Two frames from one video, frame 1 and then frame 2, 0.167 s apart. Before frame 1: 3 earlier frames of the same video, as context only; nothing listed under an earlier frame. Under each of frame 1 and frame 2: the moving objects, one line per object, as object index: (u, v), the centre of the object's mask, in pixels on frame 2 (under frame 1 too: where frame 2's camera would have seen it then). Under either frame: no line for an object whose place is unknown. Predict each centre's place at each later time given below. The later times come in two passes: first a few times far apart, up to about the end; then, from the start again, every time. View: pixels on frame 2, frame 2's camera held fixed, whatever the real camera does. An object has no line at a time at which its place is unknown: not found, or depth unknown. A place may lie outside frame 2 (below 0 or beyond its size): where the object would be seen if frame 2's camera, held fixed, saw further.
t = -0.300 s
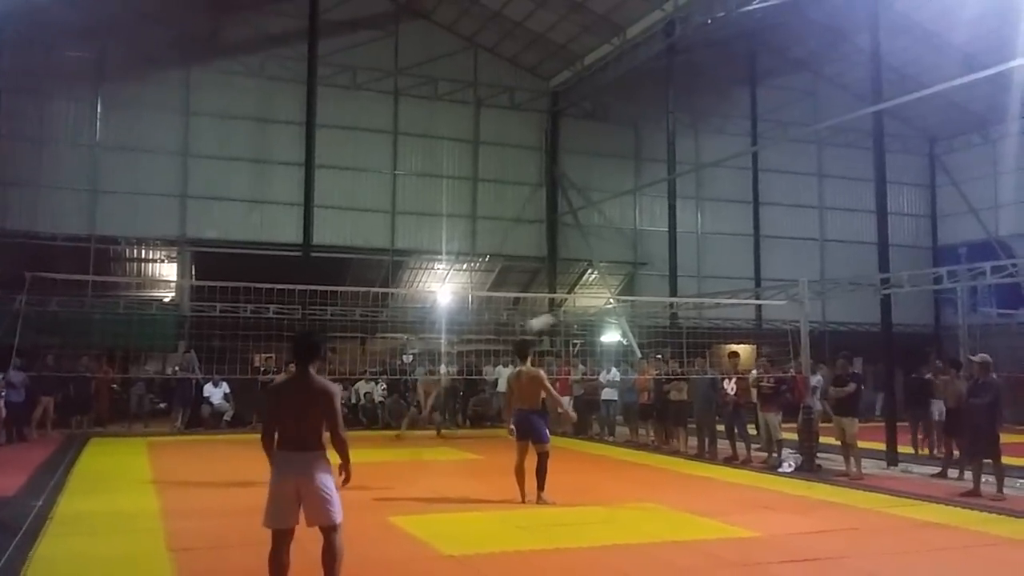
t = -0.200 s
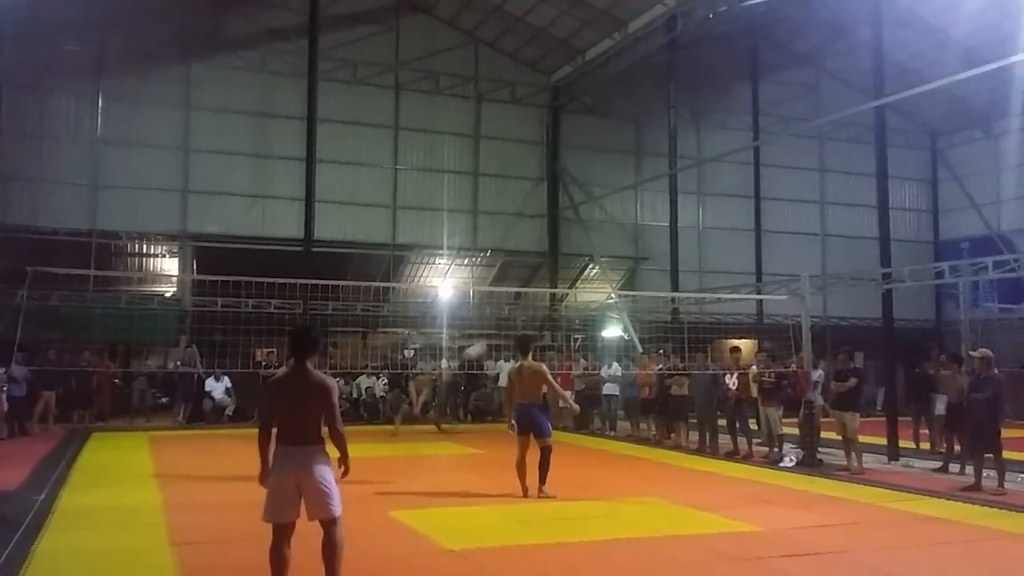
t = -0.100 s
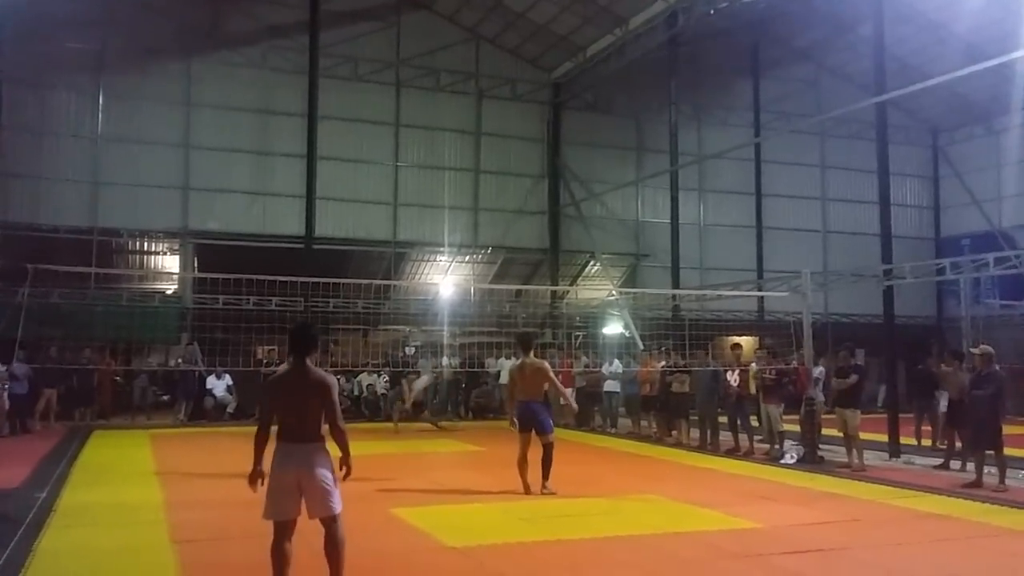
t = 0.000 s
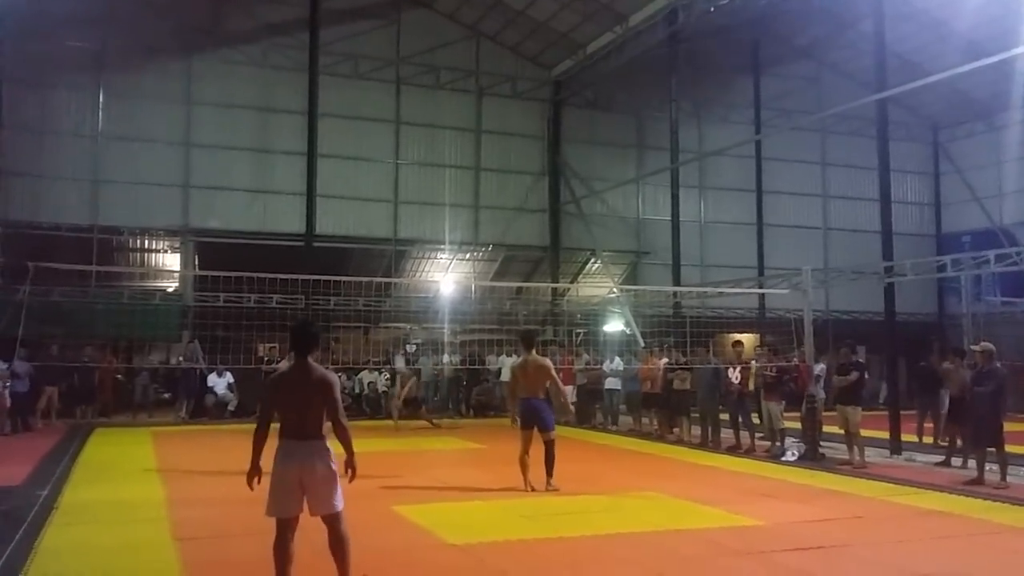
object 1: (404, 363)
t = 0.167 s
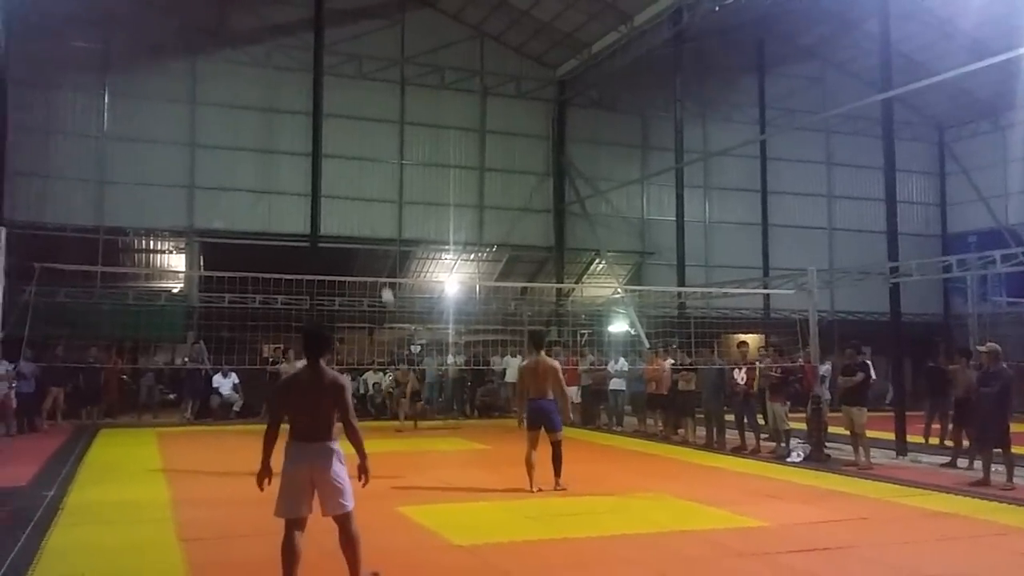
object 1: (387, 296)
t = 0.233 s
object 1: (380, 271)
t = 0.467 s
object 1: (352, 202)
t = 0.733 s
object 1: (315, 155)
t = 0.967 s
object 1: (278, 144)
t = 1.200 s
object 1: (237, 166)
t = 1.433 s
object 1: (191, 230)
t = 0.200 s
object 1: (384, 284)
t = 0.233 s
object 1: (380, 271)
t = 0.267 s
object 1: (376, 260)
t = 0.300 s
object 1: (372, 249)
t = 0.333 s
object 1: (368, 238)
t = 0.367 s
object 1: (364, 228)
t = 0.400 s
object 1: (360, 218)
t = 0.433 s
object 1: (356, 209)
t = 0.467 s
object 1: (352, 202)
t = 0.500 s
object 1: (347, 194)
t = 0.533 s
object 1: (343, 186)
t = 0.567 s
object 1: (338, 180)
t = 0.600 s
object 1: (334, 173)
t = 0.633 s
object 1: (329, 167)
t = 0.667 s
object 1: (324, 163)
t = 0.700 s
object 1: (319, 159)
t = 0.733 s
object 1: (315, 155)
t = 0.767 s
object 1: (310, 151)
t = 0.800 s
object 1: (305, 148)
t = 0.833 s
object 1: (300, 146)
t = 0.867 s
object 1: (295, 145)
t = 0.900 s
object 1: (289, 144)
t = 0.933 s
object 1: (284, 143)
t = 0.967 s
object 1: (278, 144)
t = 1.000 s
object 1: (272, 145)
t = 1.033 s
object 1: (267, 146)
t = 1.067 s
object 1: (261, 149)
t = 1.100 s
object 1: (256, 152)
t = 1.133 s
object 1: (249, 156)
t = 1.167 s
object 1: (243, 161)
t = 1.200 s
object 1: (237, 166)
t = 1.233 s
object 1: (230, 173)
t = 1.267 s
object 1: (224, 180)
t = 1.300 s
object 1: (218, 188)
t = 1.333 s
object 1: (211, 197)
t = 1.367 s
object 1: (204, 207)
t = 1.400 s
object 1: (198, 219)
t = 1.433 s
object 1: (191, 230)
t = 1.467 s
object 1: (184, 243)
